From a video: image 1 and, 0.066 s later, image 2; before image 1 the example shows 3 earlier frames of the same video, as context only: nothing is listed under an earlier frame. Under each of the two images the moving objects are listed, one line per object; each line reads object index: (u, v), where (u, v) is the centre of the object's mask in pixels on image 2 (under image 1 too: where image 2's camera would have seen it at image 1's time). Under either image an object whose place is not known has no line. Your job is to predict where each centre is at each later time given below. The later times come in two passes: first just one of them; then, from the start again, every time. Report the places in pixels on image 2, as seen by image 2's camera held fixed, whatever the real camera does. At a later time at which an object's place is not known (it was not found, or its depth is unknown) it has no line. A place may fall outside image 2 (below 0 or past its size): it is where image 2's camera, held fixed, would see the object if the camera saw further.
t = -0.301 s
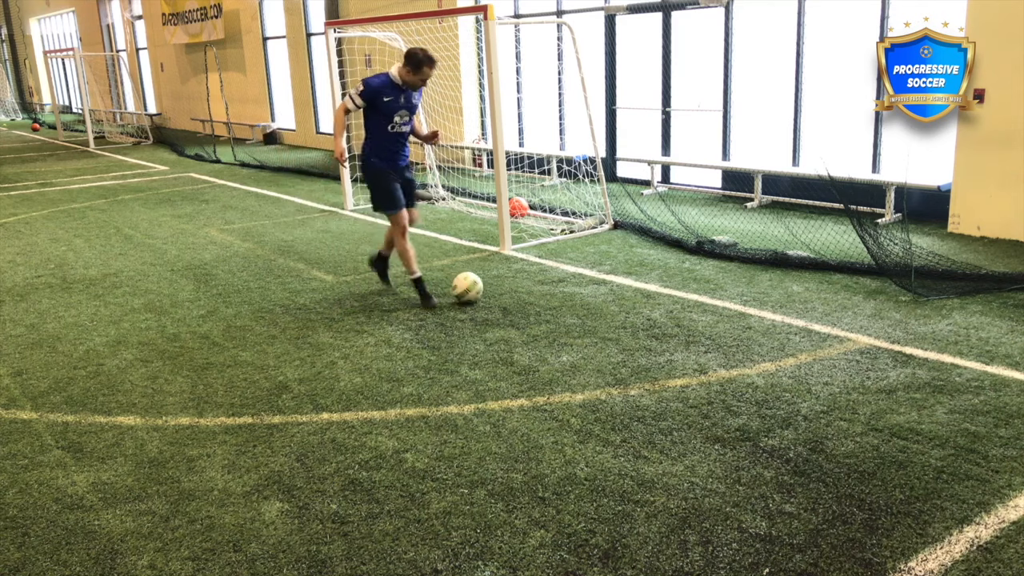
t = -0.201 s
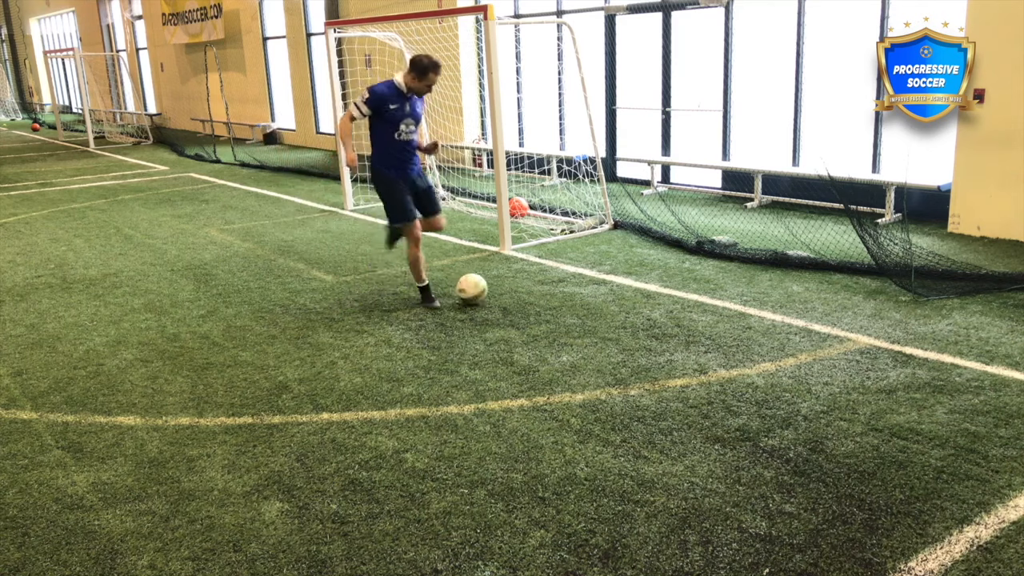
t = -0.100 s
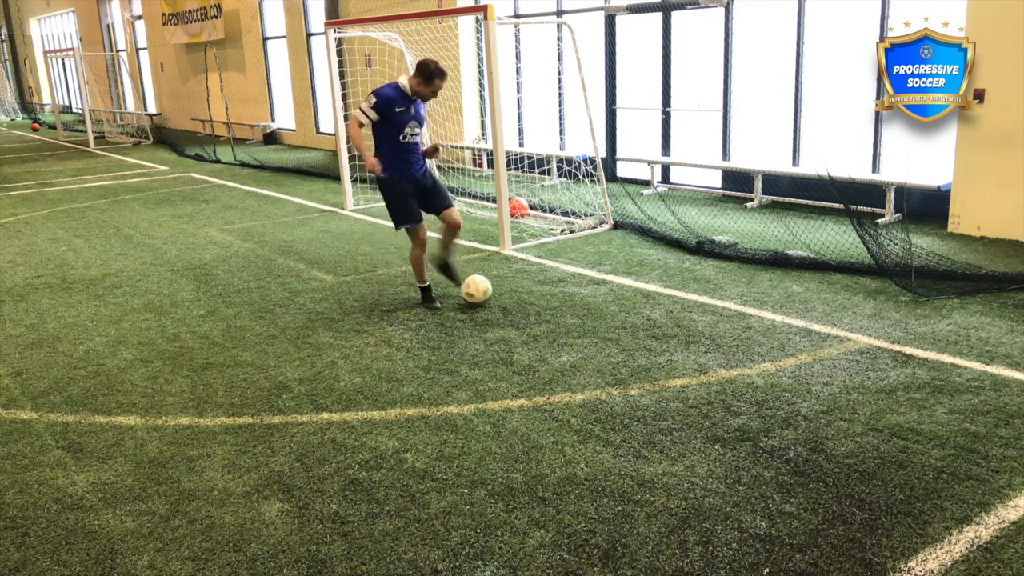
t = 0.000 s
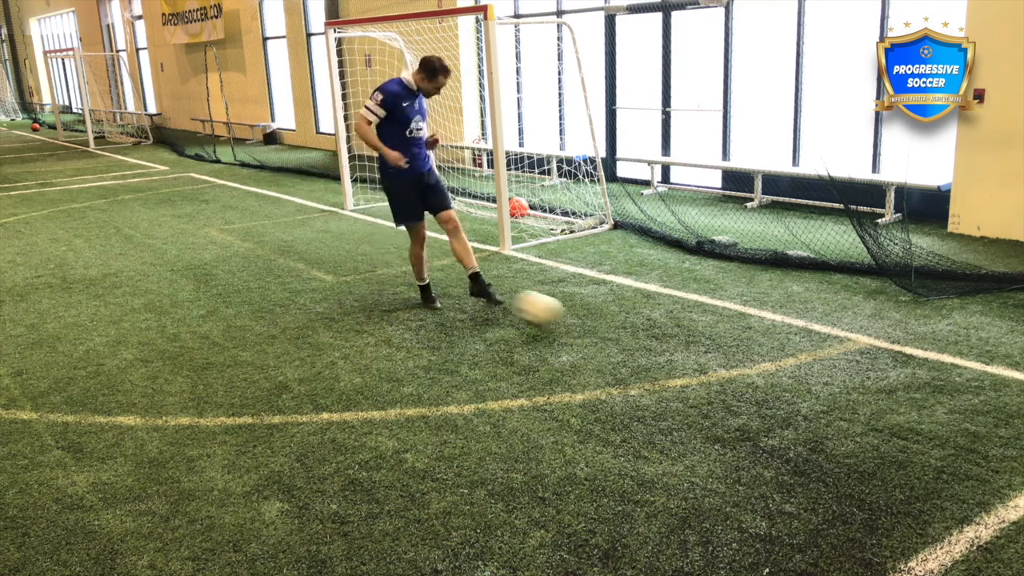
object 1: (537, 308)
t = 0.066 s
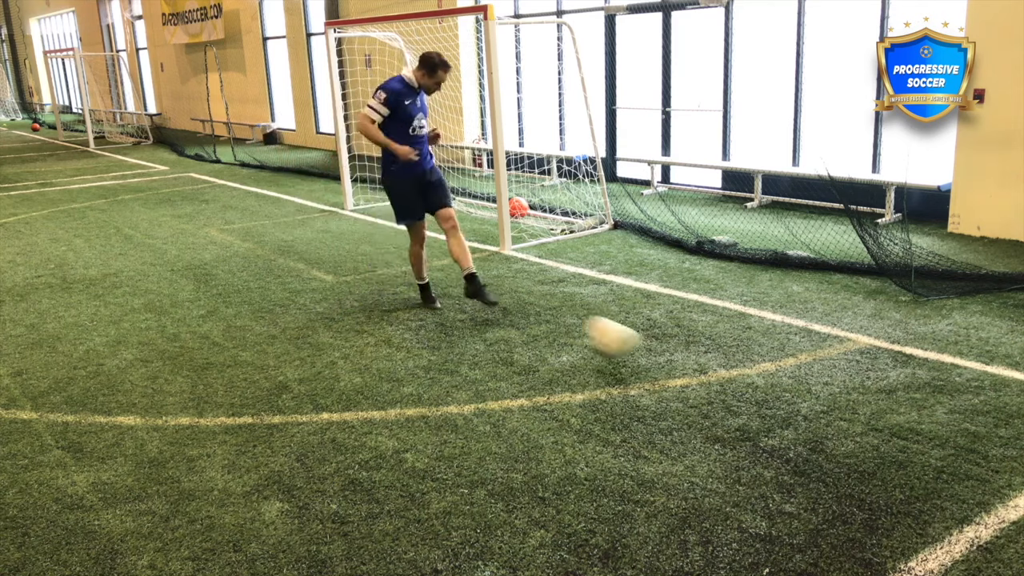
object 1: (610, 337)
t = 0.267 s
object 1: (984, 508)
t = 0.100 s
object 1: (655, 360)
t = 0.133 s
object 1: (709, 388)
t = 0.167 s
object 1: (766, 417)
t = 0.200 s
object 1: (829, 442)
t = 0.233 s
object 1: (903, 472)
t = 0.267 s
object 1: (984, 508)
